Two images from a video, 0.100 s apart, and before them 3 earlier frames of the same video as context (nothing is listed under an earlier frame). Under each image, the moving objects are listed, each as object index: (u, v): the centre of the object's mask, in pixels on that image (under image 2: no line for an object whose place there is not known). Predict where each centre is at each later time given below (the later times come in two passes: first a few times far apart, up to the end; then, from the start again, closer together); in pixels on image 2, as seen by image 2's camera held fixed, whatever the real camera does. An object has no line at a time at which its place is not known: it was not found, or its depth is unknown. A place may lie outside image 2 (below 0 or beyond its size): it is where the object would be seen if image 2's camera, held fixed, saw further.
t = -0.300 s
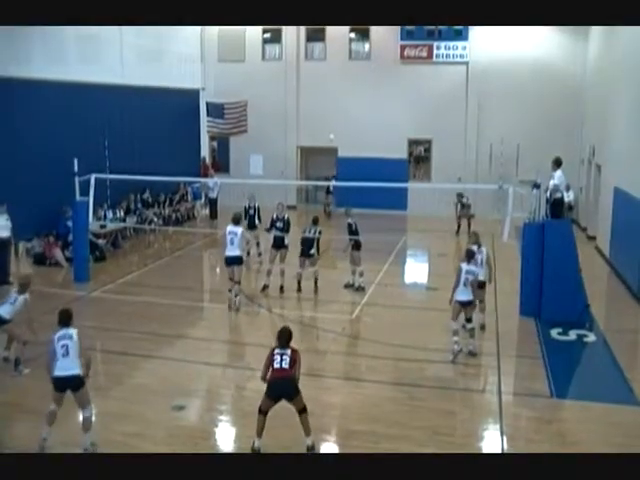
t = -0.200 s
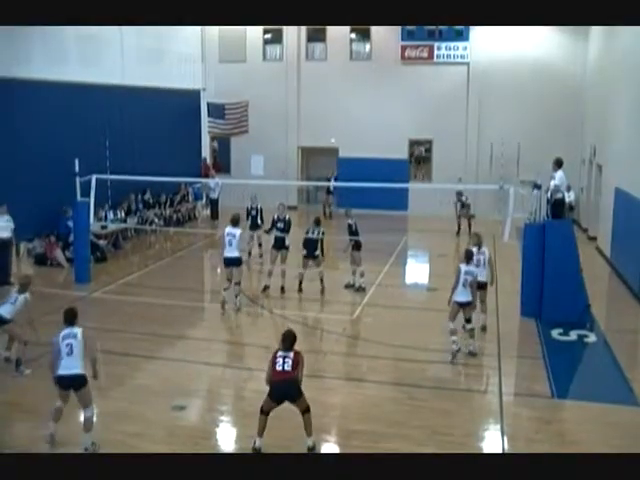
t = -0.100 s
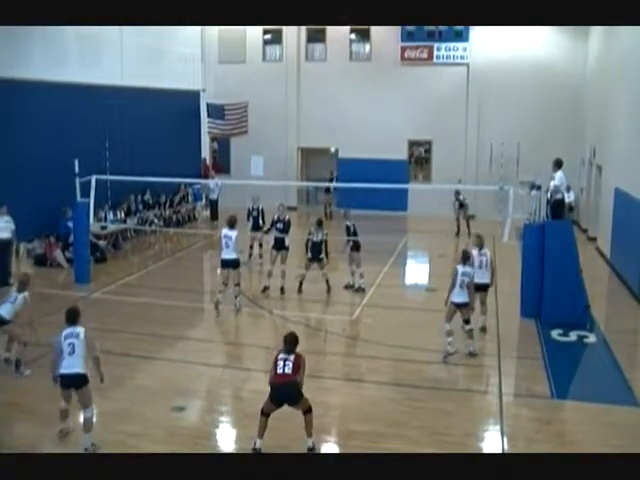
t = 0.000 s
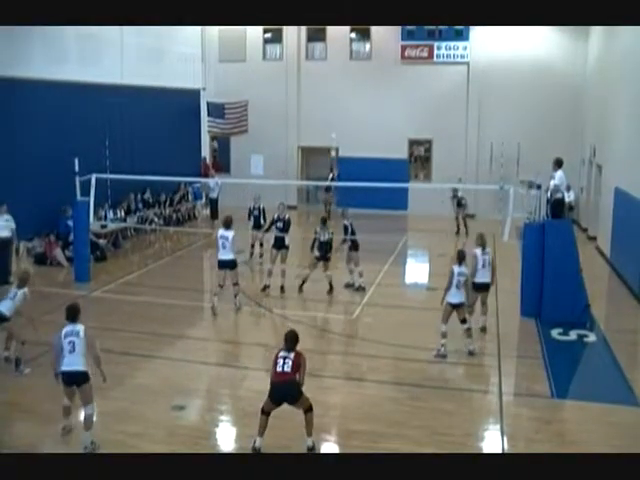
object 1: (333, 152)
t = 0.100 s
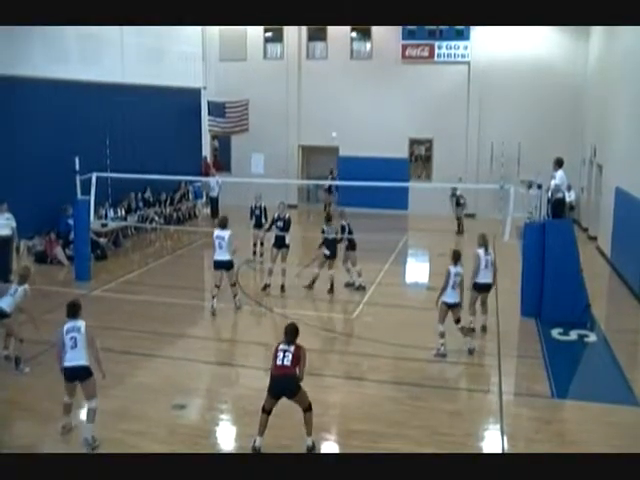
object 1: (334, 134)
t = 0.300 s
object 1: (336, 109)
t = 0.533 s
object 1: (339, 104)
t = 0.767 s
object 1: (348, 135)
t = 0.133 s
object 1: (334, 130)
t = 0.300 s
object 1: (336, 109)
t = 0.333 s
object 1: (336, 107)
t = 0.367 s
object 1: (337, 106)
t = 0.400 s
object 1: (337, 104)
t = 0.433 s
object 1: (338, 104)
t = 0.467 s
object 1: (338, 104)
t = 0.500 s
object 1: (338, 104)
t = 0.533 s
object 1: (339, 104)
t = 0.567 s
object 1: (342, 106)
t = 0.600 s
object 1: (343, 108)
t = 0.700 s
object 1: (347, 121)
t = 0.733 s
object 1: (347, 128)
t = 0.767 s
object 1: (348, 135)
